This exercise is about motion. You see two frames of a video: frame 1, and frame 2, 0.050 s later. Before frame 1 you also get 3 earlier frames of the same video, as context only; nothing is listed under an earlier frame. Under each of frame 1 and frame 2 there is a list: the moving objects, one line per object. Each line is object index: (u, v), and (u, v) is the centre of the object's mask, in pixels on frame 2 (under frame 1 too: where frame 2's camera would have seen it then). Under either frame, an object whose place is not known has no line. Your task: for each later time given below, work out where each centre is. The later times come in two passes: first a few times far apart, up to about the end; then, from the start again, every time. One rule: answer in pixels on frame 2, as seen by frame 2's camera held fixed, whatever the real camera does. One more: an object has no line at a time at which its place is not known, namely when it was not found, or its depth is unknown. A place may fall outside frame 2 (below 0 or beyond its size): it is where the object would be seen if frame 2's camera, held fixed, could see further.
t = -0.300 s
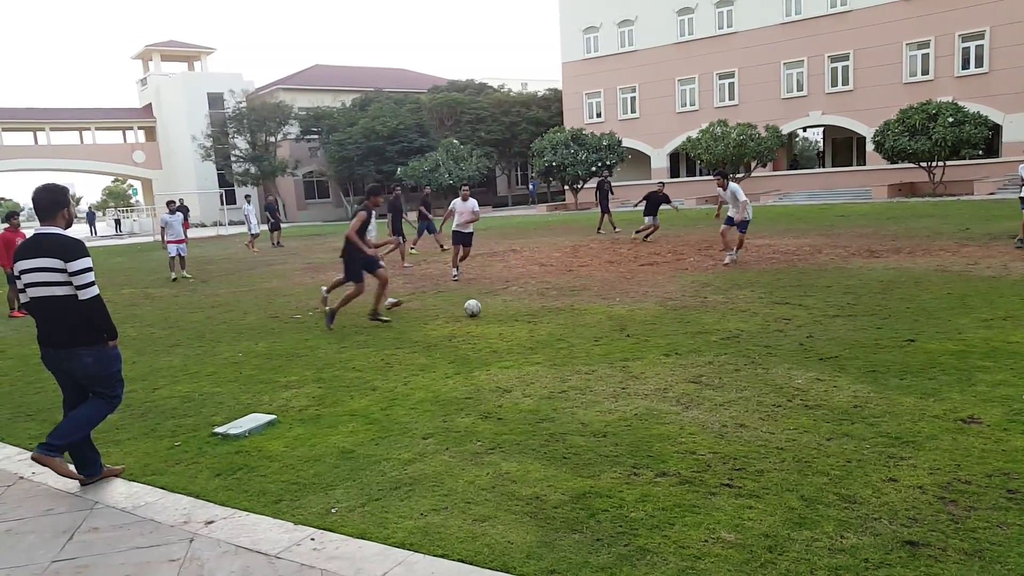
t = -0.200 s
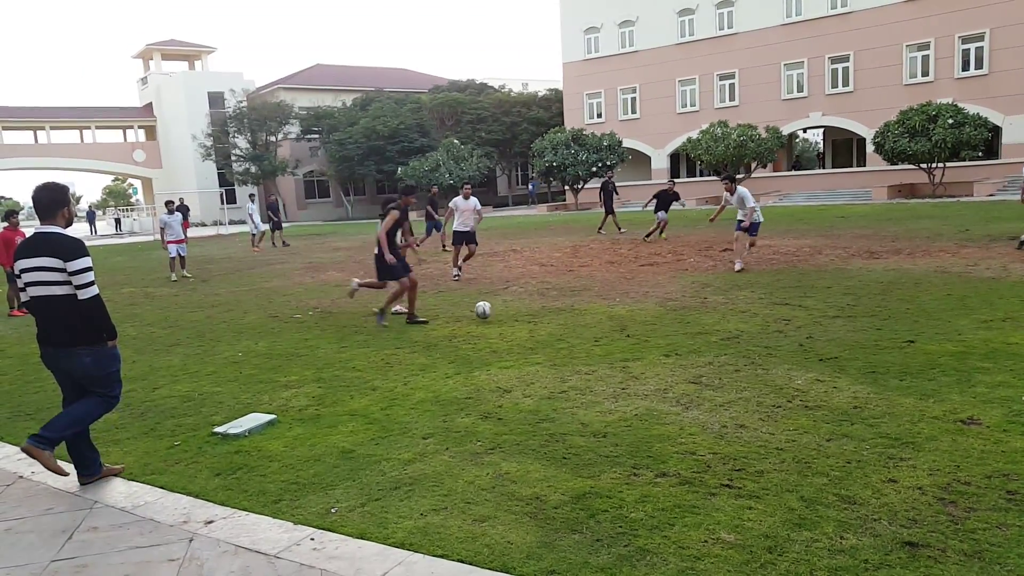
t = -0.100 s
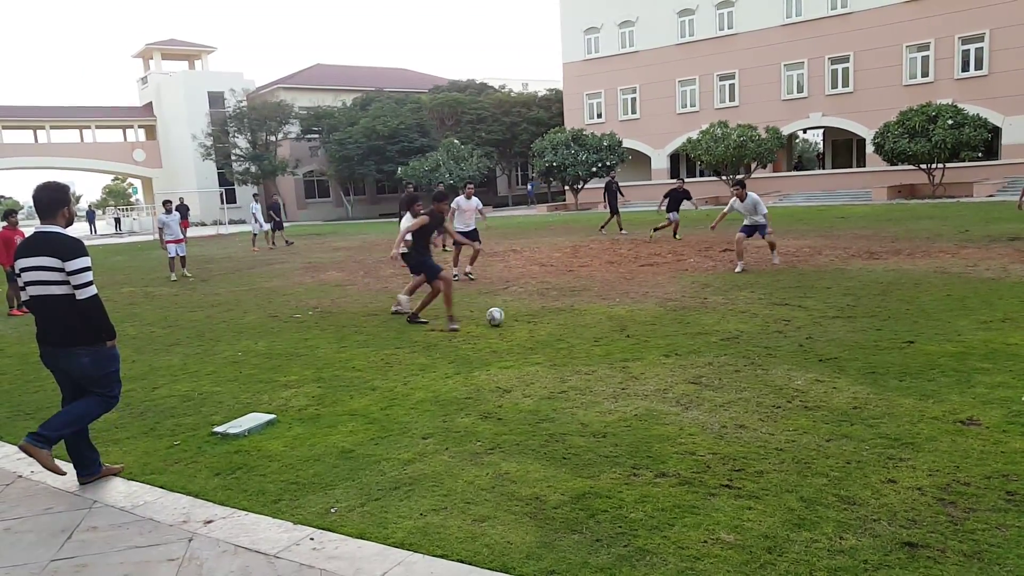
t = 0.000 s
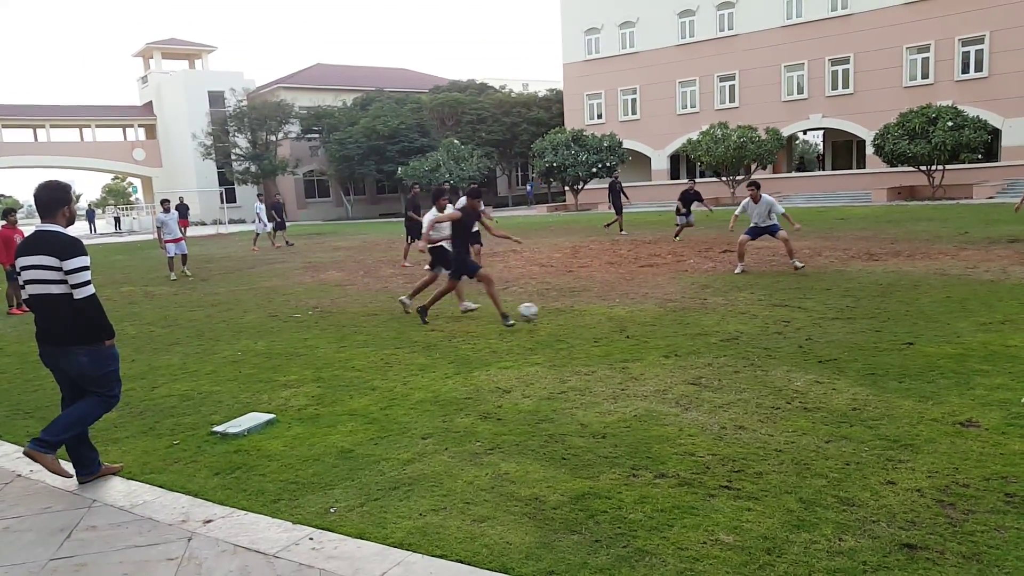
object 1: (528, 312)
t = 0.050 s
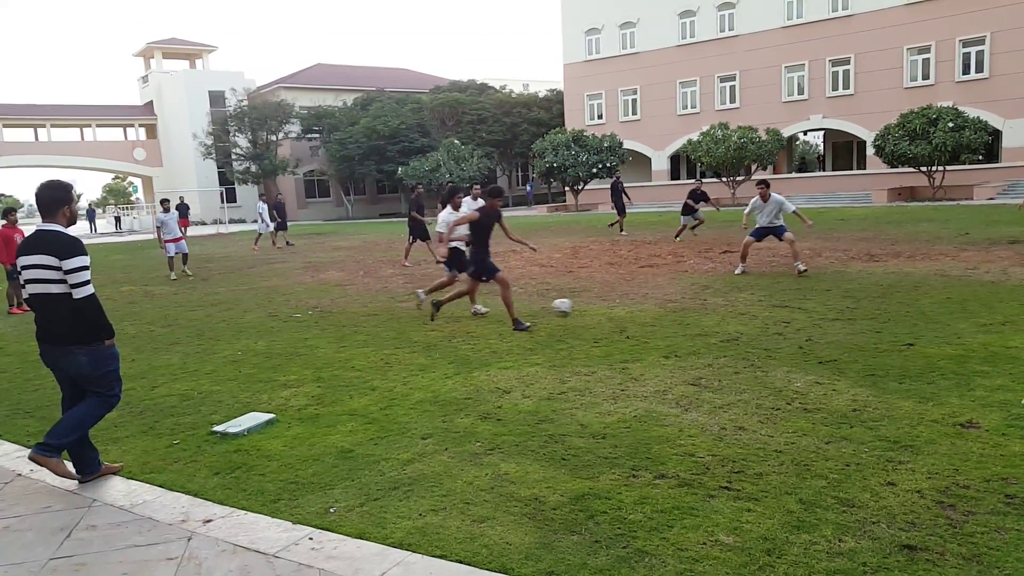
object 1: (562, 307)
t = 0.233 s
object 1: (699, 311)
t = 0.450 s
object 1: (841, 311)
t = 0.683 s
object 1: (976, 311)
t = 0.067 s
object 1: (574, 306)
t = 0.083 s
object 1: (586, 306)
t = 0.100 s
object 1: (598, 305)
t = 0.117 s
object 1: (611, 305)
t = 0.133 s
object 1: (622, 305)
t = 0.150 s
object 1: (636, 306)
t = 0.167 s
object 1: (648, 306)
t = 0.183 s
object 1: (661, 308)
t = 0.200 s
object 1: (674, 308)
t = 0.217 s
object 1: (686, 310)
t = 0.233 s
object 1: (699, 311)
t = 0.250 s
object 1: (712, 313)
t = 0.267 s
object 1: (726, 315)
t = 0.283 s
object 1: (739, 319)
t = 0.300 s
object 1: (752, 320)
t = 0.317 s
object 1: (761, 318)
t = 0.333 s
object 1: (771, 316)
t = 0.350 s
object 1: (781, 314)
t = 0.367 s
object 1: (790, 313)
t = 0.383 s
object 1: (800, 312)
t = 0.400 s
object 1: (810, 311)
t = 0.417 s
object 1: (821, 311)
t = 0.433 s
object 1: (831, 311)
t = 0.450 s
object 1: (841, 311)
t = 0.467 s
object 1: (851, 311)
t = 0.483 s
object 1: (861, 311)
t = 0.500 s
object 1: (871, 312)
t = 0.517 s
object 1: (882, 314)
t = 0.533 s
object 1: (892, 315)
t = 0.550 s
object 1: (902, 317)
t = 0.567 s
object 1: (913, 320)
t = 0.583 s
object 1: (923, 321)
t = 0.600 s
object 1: (932, 319)
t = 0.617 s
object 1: (941, 316)
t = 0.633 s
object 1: (950, 314)
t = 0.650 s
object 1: (959, 313)
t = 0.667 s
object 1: (968, 312)
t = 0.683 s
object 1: (976, 311)
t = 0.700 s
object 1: (985, 310)
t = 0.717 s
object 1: (993, 310)
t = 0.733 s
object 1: (1001, 310)
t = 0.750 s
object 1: (1012, 310)
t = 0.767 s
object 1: (1023, 311)
